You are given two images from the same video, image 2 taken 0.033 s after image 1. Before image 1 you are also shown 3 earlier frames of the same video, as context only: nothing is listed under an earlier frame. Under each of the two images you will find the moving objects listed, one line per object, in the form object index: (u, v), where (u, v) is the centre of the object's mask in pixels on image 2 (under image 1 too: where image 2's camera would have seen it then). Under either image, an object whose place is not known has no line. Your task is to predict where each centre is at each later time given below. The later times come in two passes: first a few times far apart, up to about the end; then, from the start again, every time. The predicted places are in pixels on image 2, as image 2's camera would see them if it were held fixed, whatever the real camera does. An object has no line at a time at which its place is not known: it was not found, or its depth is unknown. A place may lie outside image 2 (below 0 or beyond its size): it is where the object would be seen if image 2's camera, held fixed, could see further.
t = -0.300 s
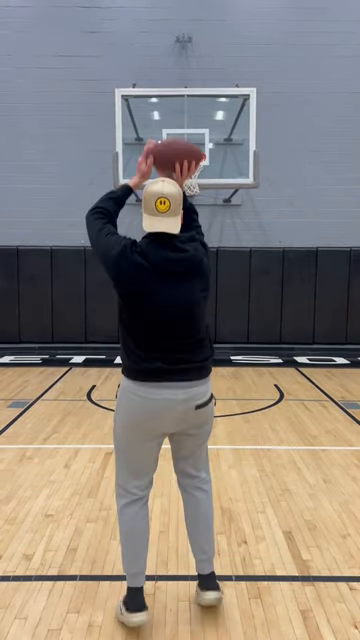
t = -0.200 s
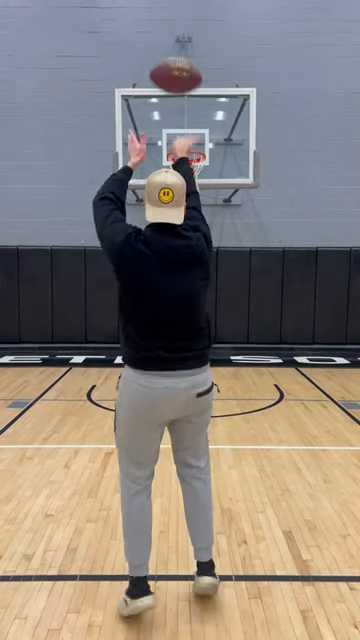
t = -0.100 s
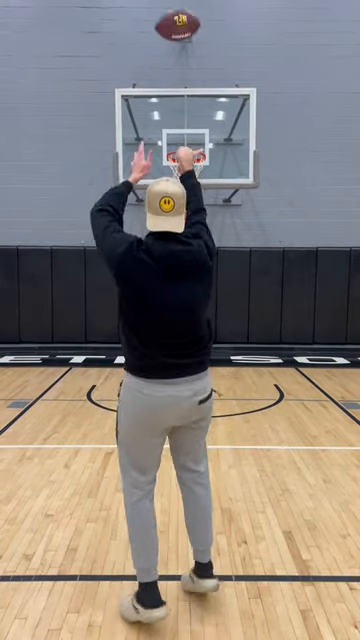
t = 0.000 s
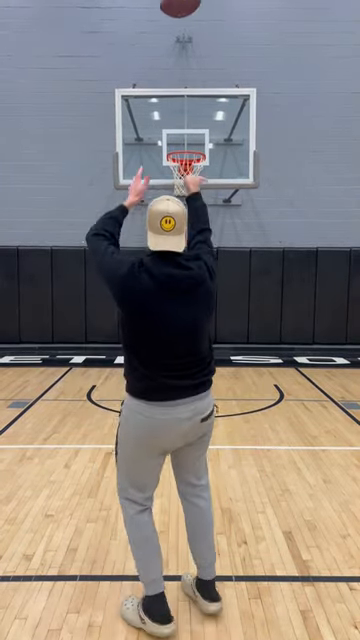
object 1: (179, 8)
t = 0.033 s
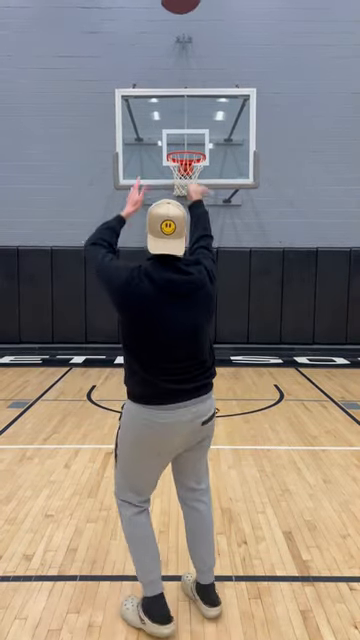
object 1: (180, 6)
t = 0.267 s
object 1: (186, 19)
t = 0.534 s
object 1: (191, 91)
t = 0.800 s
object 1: (171, 171)
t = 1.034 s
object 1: (168, 182)
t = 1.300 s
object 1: (182, 224)
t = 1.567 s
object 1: (195, 322)
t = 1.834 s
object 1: (213, 374)
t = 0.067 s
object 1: (181, 5)
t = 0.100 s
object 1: (182, 5)
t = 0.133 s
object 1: (184, 5)
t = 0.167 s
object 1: (185, 6)
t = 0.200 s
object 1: (185, 8)
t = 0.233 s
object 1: (185, 12)
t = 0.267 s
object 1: (186, 19)
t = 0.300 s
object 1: (186, 26)
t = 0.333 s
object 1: (187, 34)
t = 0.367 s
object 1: (188, 42)
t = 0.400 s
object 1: (187, 47)
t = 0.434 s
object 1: (189, 59)
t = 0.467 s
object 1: (189, 70)
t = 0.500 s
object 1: (190, 81)
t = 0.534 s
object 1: (191, 91)
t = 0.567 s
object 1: (191, 103)
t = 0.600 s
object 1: (191, 115)
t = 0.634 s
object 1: (192, 127)
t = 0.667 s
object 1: (192, 140)
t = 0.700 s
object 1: (192, 148)
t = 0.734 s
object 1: (188, 157)
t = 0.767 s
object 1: (183, 166)
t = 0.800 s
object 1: (171, 171)
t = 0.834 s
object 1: (173, 175)
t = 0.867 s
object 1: (170, 175)
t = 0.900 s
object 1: (171, 175)
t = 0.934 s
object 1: (167, 176)
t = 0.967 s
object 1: (167, 177)
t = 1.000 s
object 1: (167, 177)
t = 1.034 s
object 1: (168, 182)
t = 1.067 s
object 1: (174, 178)
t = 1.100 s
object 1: (171, 188)
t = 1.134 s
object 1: (173, 192)
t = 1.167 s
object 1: (175, 195)
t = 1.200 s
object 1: (177, 203)
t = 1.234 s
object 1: (179, 207)
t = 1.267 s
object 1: (181, 216)
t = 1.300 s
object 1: (182, 224)
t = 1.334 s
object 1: (183, 234)
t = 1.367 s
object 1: (186, 244)
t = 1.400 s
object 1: (186, 255)
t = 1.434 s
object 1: (189, 267)
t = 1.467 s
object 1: (190, 279)
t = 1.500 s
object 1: (191, 292)
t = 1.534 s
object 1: (193, 307)
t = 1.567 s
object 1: (195, 322)
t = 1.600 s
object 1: (197, 338)
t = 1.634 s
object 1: (198, 355)
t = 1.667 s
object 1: (200, 372)
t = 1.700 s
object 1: (201, 391)
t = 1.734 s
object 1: (205, 388)
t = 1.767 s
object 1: (207, 383)
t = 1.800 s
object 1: (210, 378)
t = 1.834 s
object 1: (213, 374)
